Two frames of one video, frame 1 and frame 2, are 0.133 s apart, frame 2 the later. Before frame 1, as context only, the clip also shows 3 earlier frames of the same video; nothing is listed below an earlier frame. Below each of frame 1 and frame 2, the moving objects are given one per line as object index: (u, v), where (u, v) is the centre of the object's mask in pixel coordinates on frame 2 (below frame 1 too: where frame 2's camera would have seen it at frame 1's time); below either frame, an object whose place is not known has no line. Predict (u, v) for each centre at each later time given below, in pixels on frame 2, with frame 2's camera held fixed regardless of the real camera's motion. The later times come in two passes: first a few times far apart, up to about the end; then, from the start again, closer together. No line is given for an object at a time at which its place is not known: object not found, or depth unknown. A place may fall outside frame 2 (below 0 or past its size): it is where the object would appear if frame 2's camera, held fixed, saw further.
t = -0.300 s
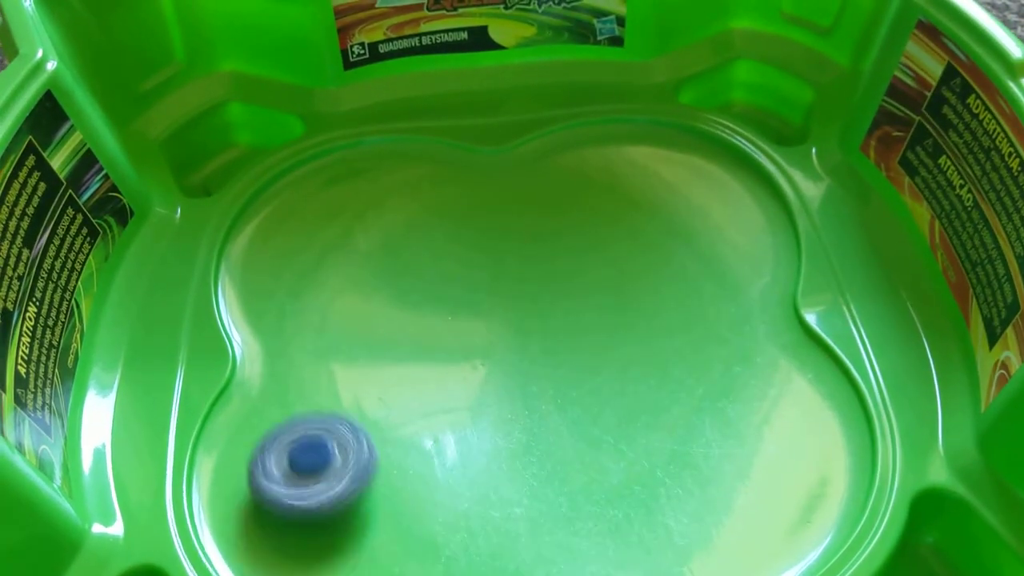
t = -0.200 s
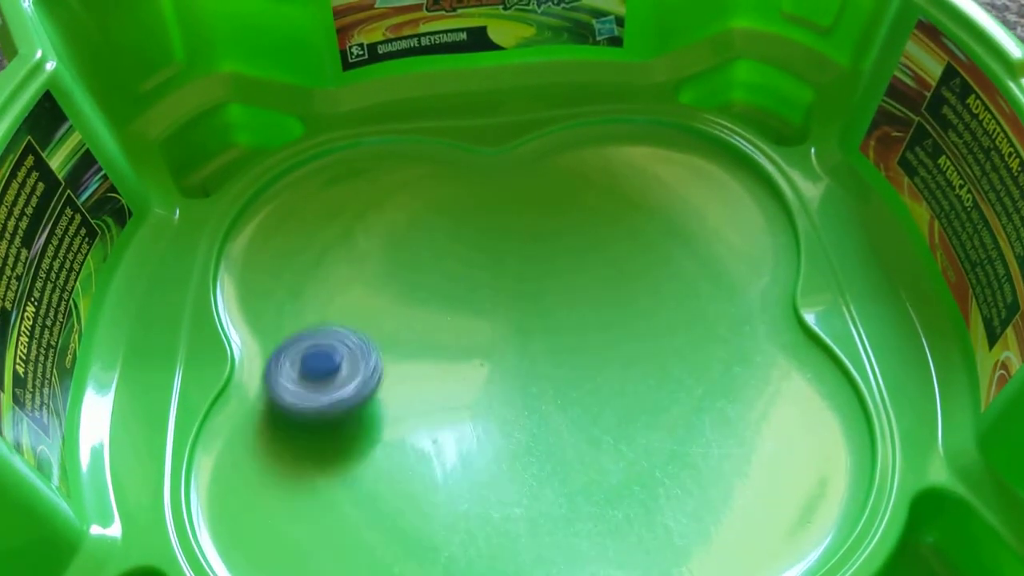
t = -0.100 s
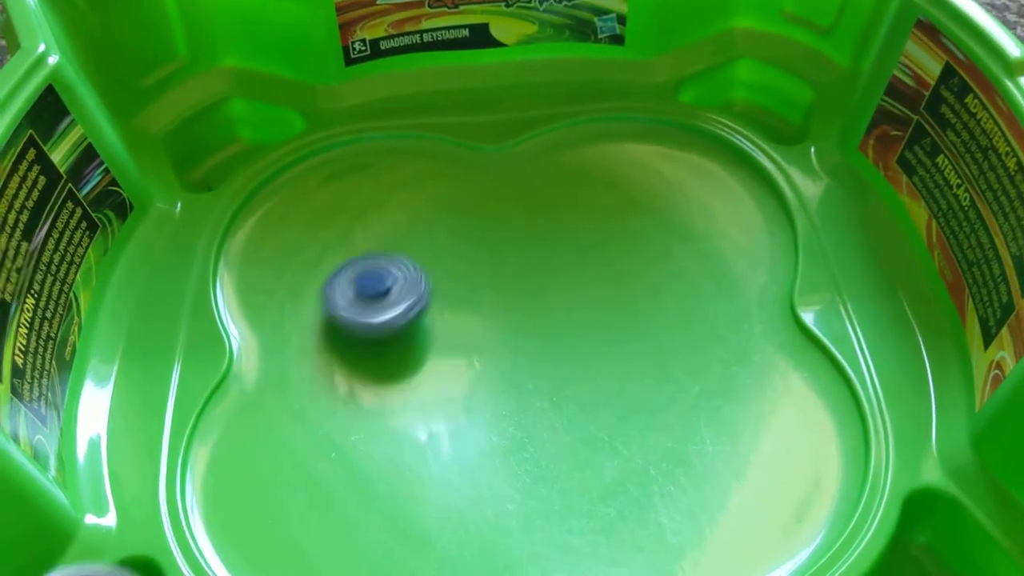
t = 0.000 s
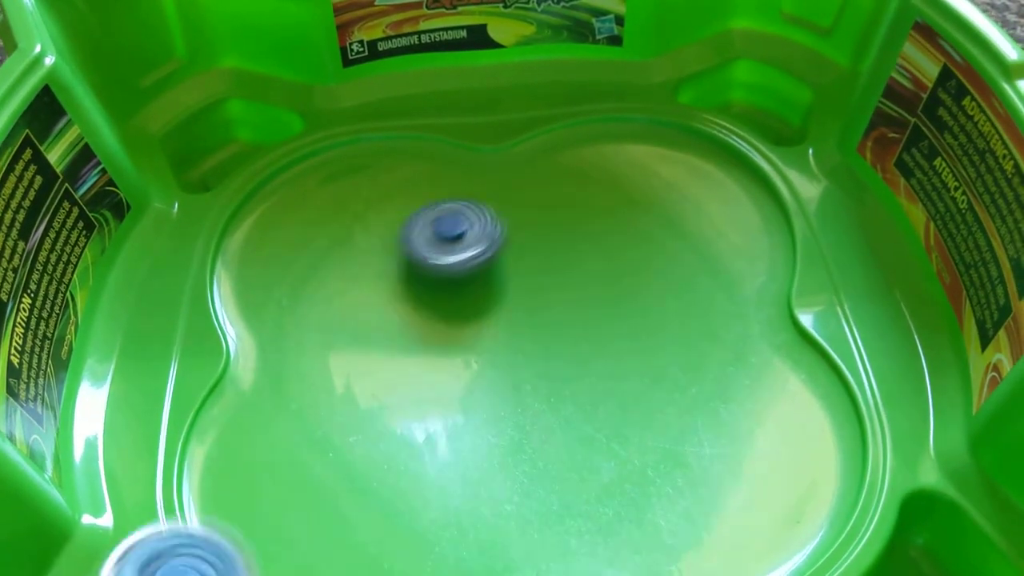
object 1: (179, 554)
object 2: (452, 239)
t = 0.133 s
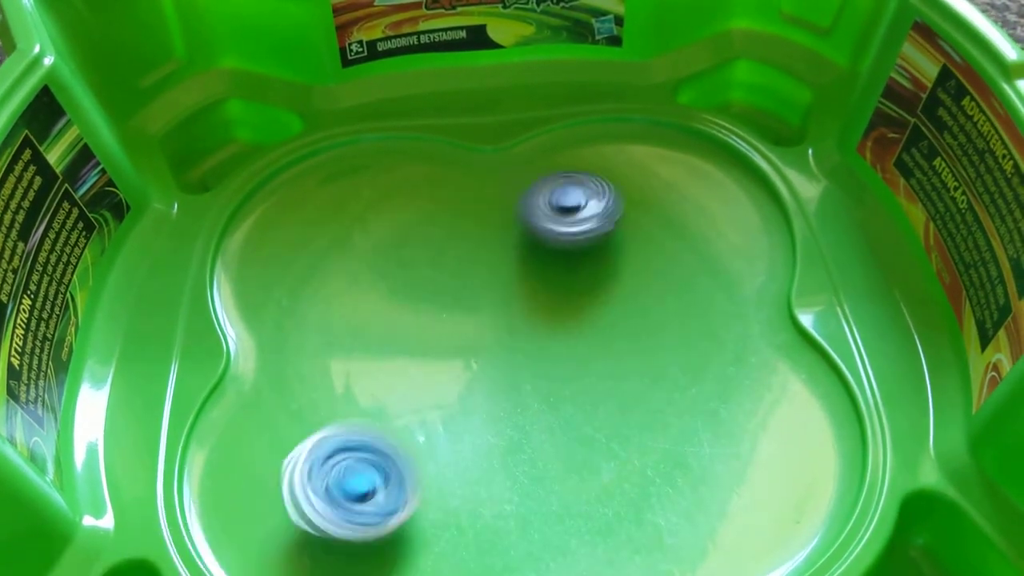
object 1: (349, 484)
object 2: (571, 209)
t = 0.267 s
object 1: (510, 336)
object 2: (688, 232)
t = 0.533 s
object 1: (629, 112)
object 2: (793, 435)
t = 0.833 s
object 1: (489, 210)
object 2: (476, 505)
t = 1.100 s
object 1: (385, 200)
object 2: (306, 493)
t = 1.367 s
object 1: (348, 139)
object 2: (315, 420)
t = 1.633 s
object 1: (387, 219)
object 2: (491, 270)
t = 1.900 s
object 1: (504, 271)
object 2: (679, 354)
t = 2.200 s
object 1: (596, 244)
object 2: (515, 507)
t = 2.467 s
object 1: (542, 230)
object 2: (354, 361)
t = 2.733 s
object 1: (530, 379)
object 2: (486, 220)
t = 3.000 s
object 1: (683, 415)
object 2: (683, 273)
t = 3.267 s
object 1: (838, 456)
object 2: (600, 355)
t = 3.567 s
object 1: (705, 391)
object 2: (395, 317)
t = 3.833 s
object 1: (483, 381)
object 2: (465, 215)
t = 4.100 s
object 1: (359, 443)
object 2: (618, 287)
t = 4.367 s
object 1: (337, 534)
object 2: (511, 454)
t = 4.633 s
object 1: (491, 484)
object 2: (311, 395)
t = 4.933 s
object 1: (506, 278)
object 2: (396, 245)
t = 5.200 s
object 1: (909, 385)
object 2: (280, 162)
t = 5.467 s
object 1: (728, 379)
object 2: (482, 313)
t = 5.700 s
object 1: (801, 173)
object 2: (237, 464)
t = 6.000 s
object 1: (470, 160)
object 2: (616, 351)
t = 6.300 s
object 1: (454, 381)
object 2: (627, 284)
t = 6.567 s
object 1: (630, 454)
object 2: (419, 341)
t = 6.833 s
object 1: (776, 428)
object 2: (331, 393)
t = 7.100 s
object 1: (717, 333)
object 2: (358, 444)
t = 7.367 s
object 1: (514, 308)
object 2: (479, 456)
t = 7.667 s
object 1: (342, 386)
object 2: (601, 395)
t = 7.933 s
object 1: (306, 482)
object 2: (617, 333)
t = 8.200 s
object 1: (457, 452)
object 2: (579, 293)
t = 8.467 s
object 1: (520, 394)
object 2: (536, 217)
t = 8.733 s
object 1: (519, 312)
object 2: (501, 169)
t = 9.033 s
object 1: (398, 353)
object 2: (437, 201)
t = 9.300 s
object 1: (498, 463)
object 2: (386, 250)
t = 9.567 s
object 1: (634, 390)
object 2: (373, 366)
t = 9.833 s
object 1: (589, 272)
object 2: (433, 451)
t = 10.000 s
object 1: (496, 252)
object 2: (499, 465)
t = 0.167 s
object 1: (395, 449)
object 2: (600, 209)
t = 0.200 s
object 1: (438, 411)
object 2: (630, 213)
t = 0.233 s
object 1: (477, 373)
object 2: (659, 221)
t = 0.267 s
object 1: (510, 336)
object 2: (688, 232)
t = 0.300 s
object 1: (540, 297)
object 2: (717, 245)
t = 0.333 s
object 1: (564, 263)
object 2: (745, 264)
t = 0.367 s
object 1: (585, 229)
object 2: (771, 284)
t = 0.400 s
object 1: (601, 202)
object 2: (788, 308)
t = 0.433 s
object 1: (614, 177)
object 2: (798, 339)
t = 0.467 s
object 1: (624, 153)
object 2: (803, 373)
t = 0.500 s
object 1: (631, 133)
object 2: (802, 404)
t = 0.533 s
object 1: (629, 112)
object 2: (793, 435)
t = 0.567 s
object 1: (625, 106)
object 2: (776, 463)
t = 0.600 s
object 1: (617, 95)
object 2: (750, 489)
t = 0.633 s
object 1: (606, 96)
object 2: (719, 510)
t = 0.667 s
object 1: (592, 113)
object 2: (681, 522)
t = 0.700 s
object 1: (574, 131)
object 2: (641, 528)
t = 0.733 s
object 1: (554, 147)
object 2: (598, 529)
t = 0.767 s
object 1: (534, 168)
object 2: (555, 527)
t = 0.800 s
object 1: (511, 188)
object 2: (514, 521)
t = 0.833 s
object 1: (489, 210)
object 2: (476, 505)
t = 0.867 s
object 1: (466, 234)
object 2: (443, 482)
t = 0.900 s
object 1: (445, 259)
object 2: (415, 455)
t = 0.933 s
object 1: (423, 284)
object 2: (395, 425)
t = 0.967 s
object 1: (407, 300)
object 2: (378, 412)
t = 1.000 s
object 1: (399, 270)
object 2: (353, 441)
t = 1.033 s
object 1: (394, 243)
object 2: (334, 463)
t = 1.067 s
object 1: (390, 220)
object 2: (318, 481)
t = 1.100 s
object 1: (385, 200)
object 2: (306, 493)
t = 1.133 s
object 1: (380, 185)
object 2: (299, 501)
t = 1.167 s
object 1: (375, 172)
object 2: (295, 502)
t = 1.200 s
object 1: (371, 161)
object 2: (293, 498)
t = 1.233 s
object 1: (365, 150)
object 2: (295, 489)
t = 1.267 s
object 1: (360, 142)
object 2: (298, 476)
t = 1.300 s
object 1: (354, 134)
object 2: (301, 459)
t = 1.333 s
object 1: (349, 129)
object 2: (307, 440)
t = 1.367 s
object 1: (348, 139)
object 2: (315, 420)
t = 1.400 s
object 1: (349, 149)
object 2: (323, 395)
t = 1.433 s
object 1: (350, 158)
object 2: (336, 371)
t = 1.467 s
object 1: (354, 167)
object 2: (352, 346)
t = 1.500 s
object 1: (358, 177)
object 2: (374, 322)
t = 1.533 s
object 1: (364, 187)
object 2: (399, 303)
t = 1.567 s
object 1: (371, 199)
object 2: (428, 288)
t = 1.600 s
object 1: (379, 209)
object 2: (457, 277)
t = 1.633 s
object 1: (387, 219)
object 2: (491, 270)
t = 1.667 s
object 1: (396, 227)
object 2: (525, 269)
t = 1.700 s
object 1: (406, 234)
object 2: (557, 271)
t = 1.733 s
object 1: (418, 242)
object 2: (586, 277)
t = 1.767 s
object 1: (432, 250)
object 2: (613, 287)
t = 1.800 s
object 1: (449, 258)
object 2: (635, 299)
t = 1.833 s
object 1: (467, 264)
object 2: (654, 316)
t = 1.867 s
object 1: (485, 269)
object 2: (668, 334)
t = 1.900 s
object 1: (504, 271)
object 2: (679, 354)
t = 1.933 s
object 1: (521, 273)
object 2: (685, 375)
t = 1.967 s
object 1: (536, 272)
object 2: (684, 398)
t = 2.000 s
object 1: (550, 270)
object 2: (676, 420)
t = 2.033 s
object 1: (563, 268)
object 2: (662, 443)
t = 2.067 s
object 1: (573, 264)
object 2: (641, 463)
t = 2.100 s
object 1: (581, 261)
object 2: (615, 481)
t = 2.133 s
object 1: (588, 256)
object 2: (584, 495)
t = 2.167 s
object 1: (593, 251)
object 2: (551, 503)
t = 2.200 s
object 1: (596, 244)
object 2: (515, 507)
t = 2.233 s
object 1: (598, 237)
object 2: (481, 503)
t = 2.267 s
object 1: (597, 229)
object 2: (448, 493)
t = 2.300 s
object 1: (594, 223)
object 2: (419, 478)
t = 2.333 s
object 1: (588, 218)
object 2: (396, 459)
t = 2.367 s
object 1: (578, 215)
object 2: (378, 436)
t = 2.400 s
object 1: (567, 215)
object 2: (365, 412)
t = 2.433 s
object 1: (555, 220)
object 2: (357, 387)
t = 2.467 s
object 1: (542, 230)
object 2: (354, 361)
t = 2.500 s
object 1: (530, 243)
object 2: (357, 336)
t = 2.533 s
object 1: (520, 259)
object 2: (365, 313)
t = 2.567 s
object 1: (512, 278)
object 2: (377, 290)
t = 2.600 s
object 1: (507, 299)
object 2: (394, 270)
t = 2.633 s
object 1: (508, 321)
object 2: (413, 254)
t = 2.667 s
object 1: (512, 342)
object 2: (435, 240)
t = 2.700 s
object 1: (519, 363)
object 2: (460, 229)
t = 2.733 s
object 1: (530, 379)
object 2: (486, 220)
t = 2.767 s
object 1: (545, 394)
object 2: (513, 214)
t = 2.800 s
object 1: (561, 406)
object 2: (540, 213)
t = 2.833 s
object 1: (578, 414)
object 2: (568, 215)
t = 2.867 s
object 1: (598, 418)
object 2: (594, 220)
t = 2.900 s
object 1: (618, 421)
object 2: (620, 228)
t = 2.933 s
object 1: (640, 421)
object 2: (644, 240)
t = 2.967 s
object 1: (662, 419)
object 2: (665, 256)
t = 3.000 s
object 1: (683, 415)
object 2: (683, 273)
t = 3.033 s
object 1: (704, 407)
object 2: (697, 295)
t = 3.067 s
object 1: (726, 407)
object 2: (704, 311)
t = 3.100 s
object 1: (759, 426)
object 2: (695, 314)
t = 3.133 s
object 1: (788, 442)
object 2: (683, 316)
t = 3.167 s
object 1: (810, 453)
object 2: (666, 322)
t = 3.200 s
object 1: (830, 460)
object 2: (647, 332)
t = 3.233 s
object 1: (844, 460)
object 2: (625, 344)
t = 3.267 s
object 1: (838, 456)
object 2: (600, 355)
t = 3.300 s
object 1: (830, 448)
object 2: (572, 364)
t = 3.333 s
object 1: (821, 438)
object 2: (540, 372)
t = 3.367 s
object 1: (812, 430)
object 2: (509, 375)
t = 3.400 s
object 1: (800, 424)
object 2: (480, 373)
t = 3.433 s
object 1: (786, 418)
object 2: (454, 367)
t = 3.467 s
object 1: (768, 412)
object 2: (433, 358)
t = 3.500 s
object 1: (750, 405)
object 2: (416, 346)
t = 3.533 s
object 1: (729, 398)
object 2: (403, 332)
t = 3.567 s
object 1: (705, 391)
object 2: (395, 317)
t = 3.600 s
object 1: (678, 385)
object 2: (391, 302)
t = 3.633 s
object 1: (649, 380)
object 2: (390, 287)
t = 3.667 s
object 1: (621, 377)
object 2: (395, 272)
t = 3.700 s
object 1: (592, 374)
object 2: (404, 257)
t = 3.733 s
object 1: (563, 374)
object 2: (415, 243)
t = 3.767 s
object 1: (533, 376)
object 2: (429, 232)
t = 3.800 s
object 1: (506, 378)
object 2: (447, 222)
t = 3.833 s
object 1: (483, 381)
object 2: (465, 215)
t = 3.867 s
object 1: (459, 385)
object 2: (487, 210)
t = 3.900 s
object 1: (437, 390)
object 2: (510, 209)
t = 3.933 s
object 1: (419, 396)
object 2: (532, 212)
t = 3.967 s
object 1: (403, 402)
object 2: (555, 220)
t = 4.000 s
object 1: (389, 411)
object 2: (574, 230)
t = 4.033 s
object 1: (377, 421)
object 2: (592, 245)
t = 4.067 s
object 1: (367, 432)
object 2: (608, 264)
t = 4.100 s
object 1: (359, 443)
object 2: (618, 287)
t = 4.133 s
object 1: (351, 454)
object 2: (624, 311)
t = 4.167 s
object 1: (345, 467)
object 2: (623, 337)
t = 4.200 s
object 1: (340, 480)
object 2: (617, 361)
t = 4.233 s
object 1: (335, 494)
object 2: (605, 385)
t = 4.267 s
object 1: (332, 507)
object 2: (589, 406)
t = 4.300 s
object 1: (331, 519)
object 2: (565, 427)
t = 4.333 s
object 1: (332, 527)
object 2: (539, 443)
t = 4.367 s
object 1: (337, 534)
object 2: (511, 454)
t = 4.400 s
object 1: (348, 539)
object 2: (481, 461)
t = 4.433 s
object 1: (366, 542)
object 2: (447, 463)
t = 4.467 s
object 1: (386, 541)
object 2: (418, 456)
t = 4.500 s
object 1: (407, 538)
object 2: (389, 449)
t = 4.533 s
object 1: (430, 532)
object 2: (365, 442)
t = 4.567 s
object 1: (453, 522)
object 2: (343, 428)
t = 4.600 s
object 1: (473, 504)
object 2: (325, 413)
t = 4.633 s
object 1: (491, 484)
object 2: (311, 395)
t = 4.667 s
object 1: (505, 460)
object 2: (301, 375)
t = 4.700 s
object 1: (517, 435)
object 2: (297, 355)
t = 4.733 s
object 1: (525, 410)
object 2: (297, 335)
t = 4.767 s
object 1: (529, 384)
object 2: (304, 314)
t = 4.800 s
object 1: (530, 359)
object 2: (316, 295)
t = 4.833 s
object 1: (526, 337)
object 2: (332, 279)
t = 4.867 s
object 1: (519, 314)
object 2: (352, 266)
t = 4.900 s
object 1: (509, 293)
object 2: (374, 254)
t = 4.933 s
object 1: (506, 278)
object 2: (396, 245)
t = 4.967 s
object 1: (578, 290)
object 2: (354, 212)
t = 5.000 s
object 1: (651, 302)
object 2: (312, 179)
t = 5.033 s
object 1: (725, 312)
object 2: (281, 151)
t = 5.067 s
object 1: (789, 321)
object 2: (270, 132)
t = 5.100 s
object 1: (847, 329)
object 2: (264, 133)
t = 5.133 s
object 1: (880, 350)
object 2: (262, 135)
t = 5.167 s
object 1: (900, 372)
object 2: (267, 143)
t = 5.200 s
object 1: (909, 385)
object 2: (280, 162)
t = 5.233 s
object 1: (898, 392)
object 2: (296, 178)
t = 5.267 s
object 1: (886, 398)
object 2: (316, 193)
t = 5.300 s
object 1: (872, 400)
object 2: (340, 210)
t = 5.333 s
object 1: (852, 404)
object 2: (365, 227)
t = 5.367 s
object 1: (823, 403)
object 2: (392, 247)
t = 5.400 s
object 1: (794, 397)
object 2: (421, 267)
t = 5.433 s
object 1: (762, 388)
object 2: (452, 289)
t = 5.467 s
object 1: (728, 379)
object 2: (482, 313)
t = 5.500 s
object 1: (697, 370)
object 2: (511, 336)
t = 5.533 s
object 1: (664, 357)
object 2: (537, 358)
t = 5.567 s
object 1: (696, 325)
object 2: (495, 387)
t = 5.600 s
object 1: (780, 284)
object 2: (388, 427)
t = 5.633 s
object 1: (848, 238)
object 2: (286, 465)
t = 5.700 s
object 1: (801, 173)
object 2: (237, 464)
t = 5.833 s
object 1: (628, 131)
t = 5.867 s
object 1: (588, 125)
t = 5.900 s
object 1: (553, 120)
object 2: (507, 411)
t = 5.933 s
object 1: (520, 121)
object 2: (547, 392)
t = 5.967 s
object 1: (494, 140)
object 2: (584, 371)
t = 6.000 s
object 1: (470, 160)
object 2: (616, 351)
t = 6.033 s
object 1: (450, 181)
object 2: (640, 333)
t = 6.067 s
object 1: (434, 204)
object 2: (661, 321)
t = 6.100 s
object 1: (422, 229)
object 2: (675, 309)
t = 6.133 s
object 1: (416, 256)
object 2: (683, 298)
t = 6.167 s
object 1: (415, 284)
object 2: (685, 292)
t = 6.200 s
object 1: (418, 311)
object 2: (680, 289)
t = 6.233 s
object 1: (427, 337)
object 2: (668, 287)
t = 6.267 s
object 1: (438, 361)
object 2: (649, 286)
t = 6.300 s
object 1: (454, 381)
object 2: (627, 284)
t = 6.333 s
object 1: (474, 401)
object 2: (602, 291)
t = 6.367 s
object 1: (495, 414)
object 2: (576, 294)
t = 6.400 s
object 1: (517, 425)
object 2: (548, 301)
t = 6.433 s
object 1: (540, 435)
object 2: (518, 310)
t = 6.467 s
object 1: (562, 442)
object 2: (490, 317)
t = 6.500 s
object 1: (585, 447)
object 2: (463, 326)
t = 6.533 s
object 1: (608, 451)
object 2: (440, 333)
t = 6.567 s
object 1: (630, 454)
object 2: (419, 341)
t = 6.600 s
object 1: (652, 455)
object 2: (402, 346)
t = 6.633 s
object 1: (674, 455)
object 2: (387, 353)
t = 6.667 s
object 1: (694, 455)
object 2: (374, 359)
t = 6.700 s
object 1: (714, 452)
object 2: (362, 366)
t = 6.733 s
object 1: (732, 449)
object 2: (351, 373)
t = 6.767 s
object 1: (748, 444)
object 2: (343, 379)
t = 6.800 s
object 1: (764, 437)
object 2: (336, 387)
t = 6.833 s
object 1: (776, 428)
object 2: (331, 393)
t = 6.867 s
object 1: (785, 418)
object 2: (328, 400)
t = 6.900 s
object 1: (789, 407)
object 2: (327, 407)
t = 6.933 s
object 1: (789, 394)
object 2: (328, 414)
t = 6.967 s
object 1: (784, 381)
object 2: (330, 421)
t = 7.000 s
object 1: (773, 369)
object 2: (335, 427)
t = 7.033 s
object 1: (757, 356)
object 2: (340, 433)
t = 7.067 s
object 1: (739, 343)
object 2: (348, 439)
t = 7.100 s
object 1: (717, 333)
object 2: (358, 444)
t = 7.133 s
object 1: (694, 324)
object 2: (370, 448)
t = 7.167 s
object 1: (670, 317)
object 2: (382, 452)
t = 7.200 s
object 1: (644, 311)
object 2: (396, 455)
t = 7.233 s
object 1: (618, 308)
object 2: (411, 457)
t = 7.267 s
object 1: (591, 306)
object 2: (427, 459)
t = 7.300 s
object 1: (565, 305)
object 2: (444, 459)
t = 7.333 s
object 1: (540, 306)
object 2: (461, 458)
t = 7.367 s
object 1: (514, 308)
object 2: (479, 456)
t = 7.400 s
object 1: (489, 312)
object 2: (496, 452)
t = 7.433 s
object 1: (466, 317)
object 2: (514, 448)
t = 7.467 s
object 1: (444, 324)
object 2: (530, 443)
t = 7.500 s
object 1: (424, 333)
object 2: (545, 436)
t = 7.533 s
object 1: (405, 342)
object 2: (560, 428)
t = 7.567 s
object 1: (388, 351)
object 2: (572, 421)
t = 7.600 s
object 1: (372, 362)
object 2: (584, 412)
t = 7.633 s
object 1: (356, 374)
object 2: (593, 404)
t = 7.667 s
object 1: (342, 386)
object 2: (601, 395)
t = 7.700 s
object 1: (329, 397)
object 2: (607, 387)
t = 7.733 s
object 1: (318, 409)
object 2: (611, 378)
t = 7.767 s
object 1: (308, 423)
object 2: (616, 370)
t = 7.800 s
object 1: (303, 436)
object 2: (618, 362)
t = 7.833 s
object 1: (298, 447)
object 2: (620, 354)
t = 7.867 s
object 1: (298, 459)
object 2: (621, 347)
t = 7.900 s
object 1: (301, 471)
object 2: (619, 339)
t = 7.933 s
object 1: (306, 482)
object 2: (617, 333)
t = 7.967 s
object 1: (317, 489)
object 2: (615, 326)
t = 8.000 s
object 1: (331, 493)
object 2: (612, 320)
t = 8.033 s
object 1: (349, 493)
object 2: (607, 314)
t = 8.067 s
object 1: (370, 490)
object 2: (603, 310)
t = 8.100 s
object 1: (391, 486)
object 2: (597, 305)
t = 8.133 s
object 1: (413, 476)
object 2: (592, 300)
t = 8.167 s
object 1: (436, 465)
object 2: (586, 296)
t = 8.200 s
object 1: (457, 452)
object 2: (579, 293)
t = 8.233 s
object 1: (476, 436)
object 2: (572, 291)
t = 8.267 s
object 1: (494, 417)
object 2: (565, 289)
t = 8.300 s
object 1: (510, 398)
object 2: (556, 287)
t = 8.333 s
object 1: (522, 379)
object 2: (549, 285)
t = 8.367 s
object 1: (527, 370)
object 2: (541, 279)
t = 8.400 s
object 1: (524, 383)
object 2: (540, 256)
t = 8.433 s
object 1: (521, 391)
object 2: (539, 234)
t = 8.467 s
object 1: (520, 394)
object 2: (536, 217)
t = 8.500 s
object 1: (520, 393)
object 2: (534, 203)
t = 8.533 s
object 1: (523, 388)
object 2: (531, 193)
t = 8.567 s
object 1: (527, 377)
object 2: (527, 185)
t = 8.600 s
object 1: (531, 364)
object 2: (523, 178)
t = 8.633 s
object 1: (533, 351)
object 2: (519, 174)
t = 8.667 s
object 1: (531, 338)
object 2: (513, 170)
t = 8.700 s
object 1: (526, 325)
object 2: (507, 169)
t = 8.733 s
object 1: (519, 312)
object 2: (501, 169)
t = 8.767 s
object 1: (509, 301)
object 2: (494, 170)
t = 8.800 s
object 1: (497, 293)
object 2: (486, 174)
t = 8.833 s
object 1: (484, 286)
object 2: (478, 178)
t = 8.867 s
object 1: (469, 284)
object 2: (470, 186)
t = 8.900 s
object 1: (454, 283)
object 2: (462, 192)
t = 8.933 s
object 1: (440, 285)
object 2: (454, 199)
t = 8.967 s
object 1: (425, 293)
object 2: (446, 209)
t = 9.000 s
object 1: (410, 323)
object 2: (441, 207)
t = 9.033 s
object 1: (398, 353)
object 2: (437, 201)
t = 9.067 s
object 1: (394, 379)
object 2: (432, 199)
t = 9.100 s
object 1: (396, 402)
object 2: (426, 200)
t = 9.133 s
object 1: (405, 419)
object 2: (420, 203)
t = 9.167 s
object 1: (419, 434)
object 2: (414, 210)
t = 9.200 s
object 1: (436, 445)
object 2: (406, 218)
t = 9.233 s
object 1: (455, 454)
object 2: (400, 227)
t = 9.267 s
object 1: (476, 460)
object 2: (393, 237)
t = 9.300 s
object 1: (498, 463)
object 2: (386, 250)
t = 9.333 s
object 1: (521, 464)
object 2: (381, 263)
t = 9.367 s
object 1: (543, 461)
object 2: (377, 276)
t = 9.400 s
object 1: (564, 455)
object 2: (373, 291)
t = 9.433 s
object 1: (583, 446)
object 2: (370, 306)
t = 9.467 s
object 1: (600, 434)
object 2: (369, 321)
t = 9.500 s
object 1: (614, 421)
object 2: (369, 336)
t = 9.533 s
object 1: (626, 406)
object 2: (370, 351)
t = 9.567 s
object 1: (634, 390)
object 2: (373, 366)
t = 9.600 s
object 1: (640, 374)
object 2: (377, 379)
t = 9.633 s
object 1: (641, 357)
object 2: (382, 393)
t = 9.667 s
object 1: (640, 340)
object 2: (388, 404)
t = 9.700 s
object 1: (635, 324)
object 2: (396, 416)
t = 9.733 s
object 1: (628, 309)
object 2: (403, 427)
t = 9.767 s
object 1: (616, 295)
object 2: (412, 436)
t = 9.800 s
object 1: (603, 283)
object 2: (422, 443)
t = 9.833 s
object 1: (589, 272)
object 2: (433, 451)
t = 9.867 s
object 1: (572, 264)
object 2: (445, 456)
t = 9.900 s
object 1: (554, 258)
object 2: (458, 461)
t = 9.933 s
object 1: (535, 254)
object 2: (471, 464)
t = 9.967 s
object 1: (515, 252)
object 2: (484, 465)
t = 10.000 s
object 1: (496, 252)
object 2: (499, 465)
